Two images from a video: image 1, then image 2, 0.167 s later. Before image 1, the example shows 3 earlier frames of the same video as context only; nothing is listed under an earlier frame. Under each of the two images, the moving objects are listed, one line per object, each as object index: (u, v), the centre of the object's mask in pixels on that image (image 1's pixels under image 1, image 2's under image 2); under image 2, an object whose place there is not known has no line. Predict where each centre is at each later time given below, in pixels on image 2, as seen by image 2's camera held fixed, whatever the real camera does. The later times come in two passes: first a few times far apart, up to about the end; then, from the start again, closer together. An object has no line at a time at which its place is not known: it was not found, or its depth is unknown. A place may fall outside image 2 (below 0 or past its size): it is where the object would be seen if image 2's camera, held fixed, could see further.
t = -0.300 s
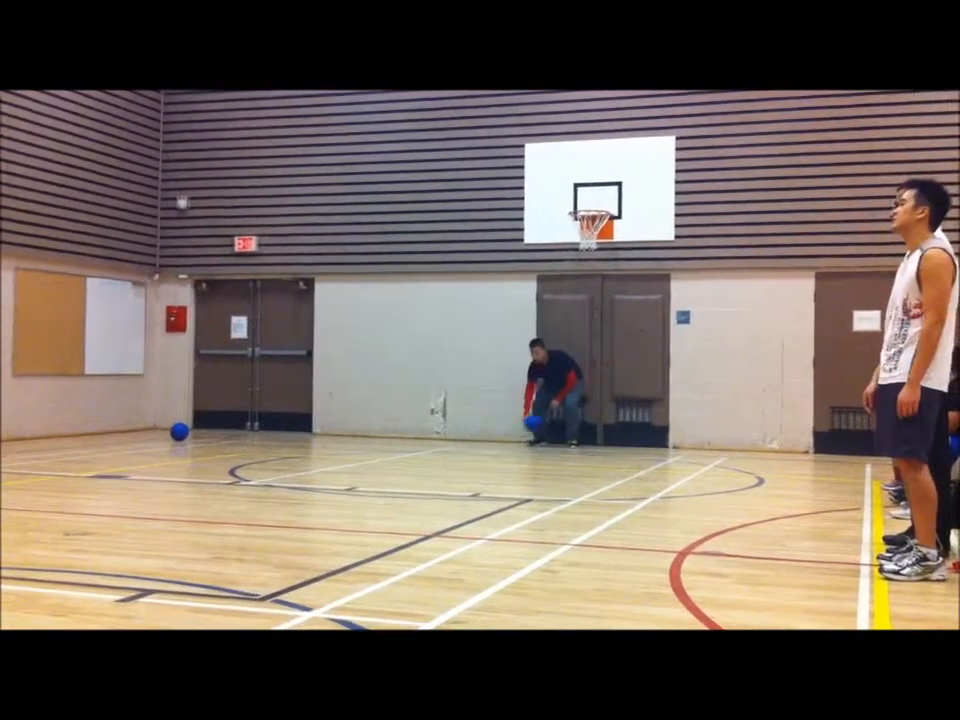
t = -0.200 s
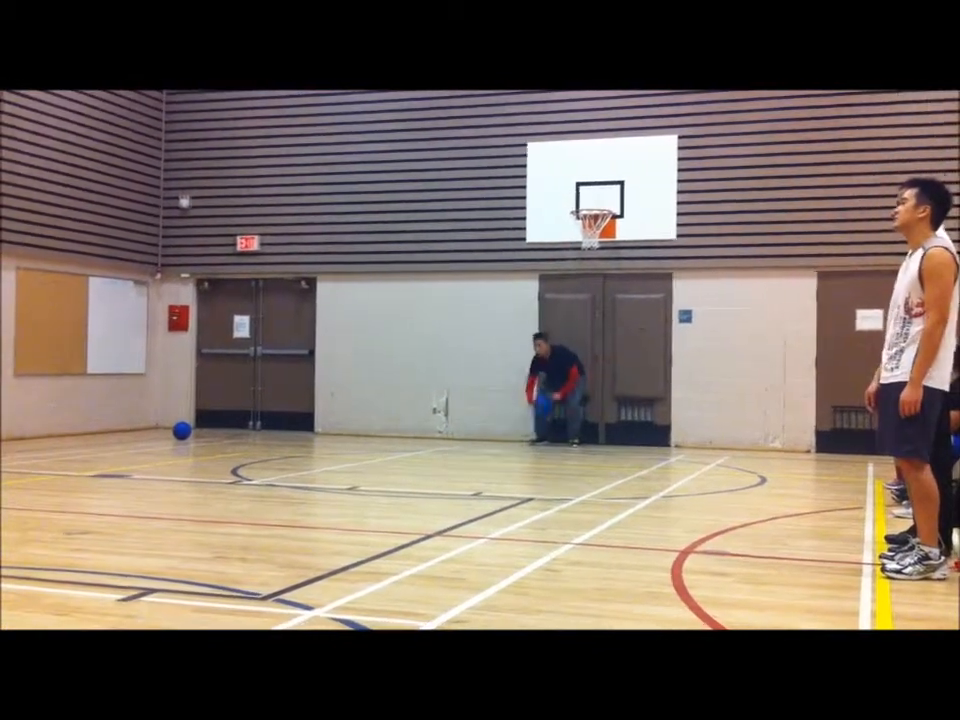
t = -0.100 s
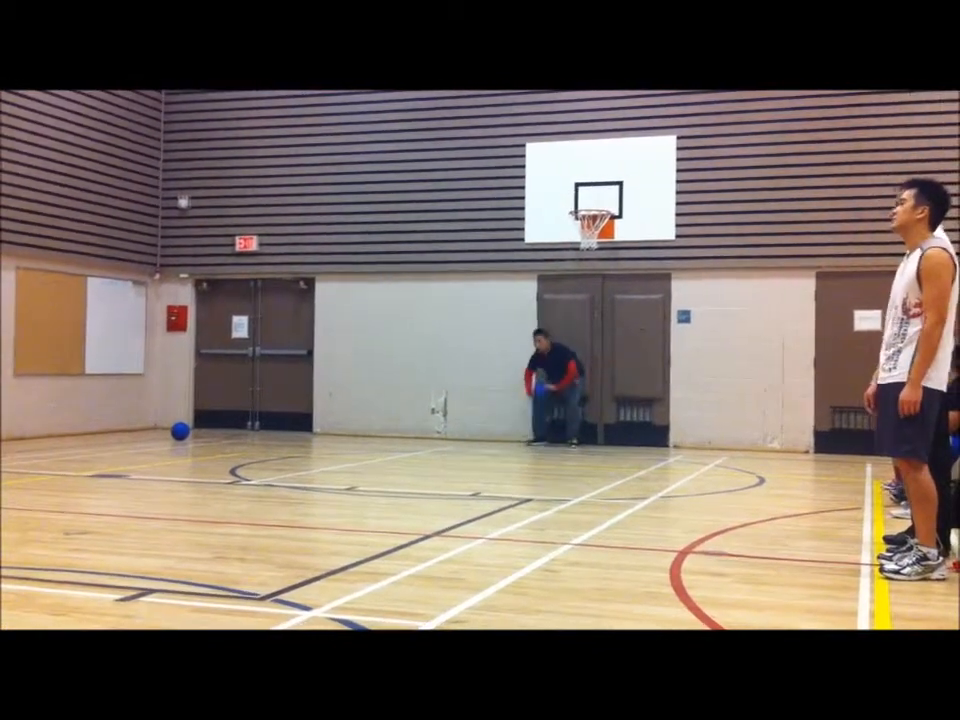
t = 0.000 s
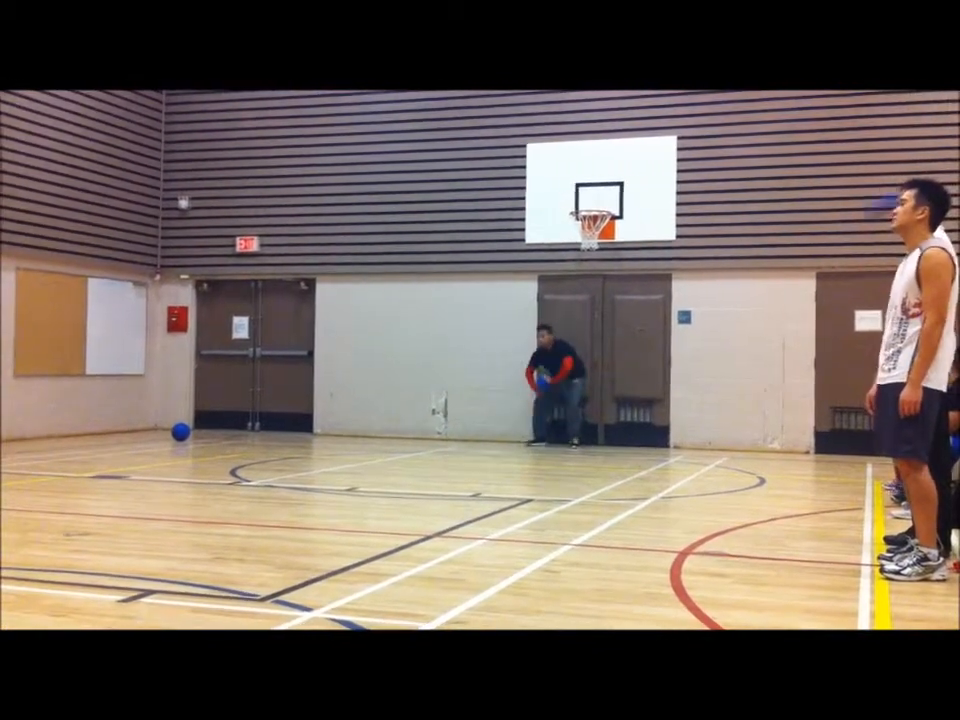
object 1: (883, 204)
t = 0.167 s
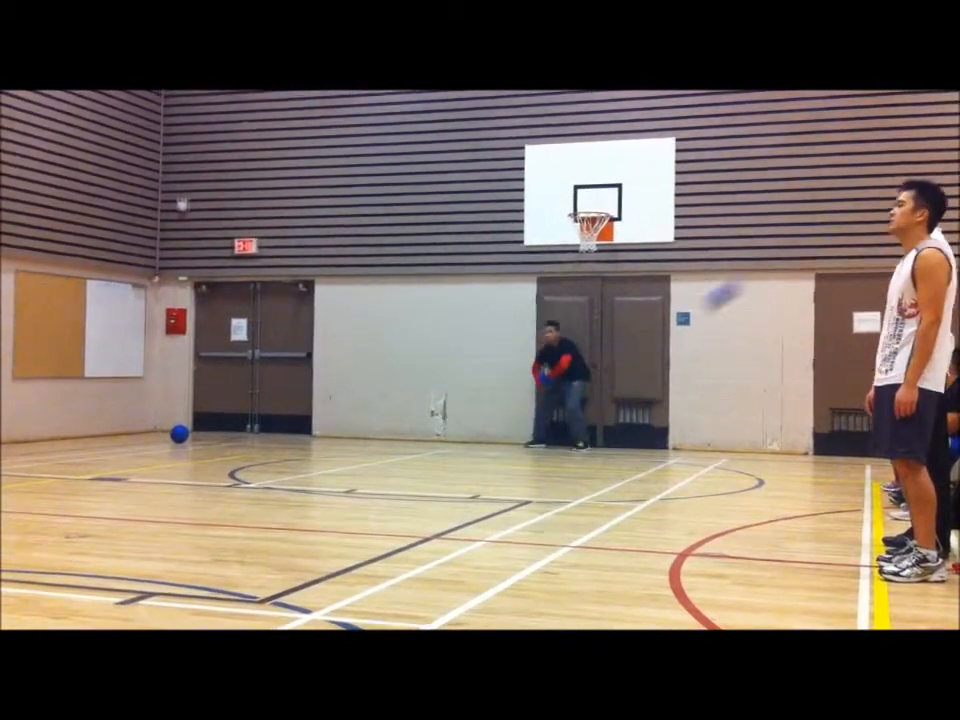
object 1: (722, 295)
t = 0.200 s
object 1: (699, 311)
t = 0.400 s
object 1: (517, 452)
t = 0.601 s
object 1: (465, 384)
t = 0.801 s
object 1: (416, 351)
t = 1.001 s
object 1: (369, 355)
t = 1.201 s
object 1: (325, 395)
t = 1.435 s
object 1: (276, 423)
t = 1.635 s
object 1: (235, 404)
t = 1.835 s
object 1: (190, 421)
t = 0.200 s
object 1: (699, 311)
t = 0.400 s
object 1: (517, 452)
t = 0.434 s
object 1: (508, 444)
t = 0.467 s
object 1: (499, 429)
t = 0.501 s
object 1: (491, 418)
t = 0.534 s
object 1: (482, 405)
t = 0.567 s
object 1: (474, 394)
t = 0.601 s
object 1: (465, 384)
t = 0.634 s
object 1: (458, 376)
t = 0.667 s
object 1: (449, 369)
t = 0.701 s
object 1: (440, 362)
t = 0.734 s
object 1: (432, 357)
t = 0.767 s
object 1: (424, 353)
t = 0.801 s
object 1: (416, 351)
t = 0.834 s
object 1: (408, 349)
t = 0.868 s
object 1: (400, 348)
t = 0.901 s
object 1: (392, 348)
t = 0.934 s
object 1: (385, 349)
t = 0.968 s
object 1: (377, 352)
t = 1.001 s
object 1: (369, 355)
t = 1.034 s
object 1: (362, 359)
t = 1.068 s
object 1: (354, 364)
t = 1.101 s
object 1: (347, 371)
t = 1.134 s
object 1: (340, 378)
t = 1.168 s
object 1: (332, 386)
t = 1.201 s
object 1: (325, 395)
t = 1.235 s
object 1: (319, 405)
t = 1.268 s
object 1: (314, 417)
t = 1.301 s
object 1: (306, 426)
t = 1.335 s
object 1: (299, 440)
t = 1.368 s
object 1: (289, 434)
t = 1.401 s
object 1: (284, 426)
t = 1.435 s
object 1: (276, 423)
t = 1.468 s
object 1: (271, 420)
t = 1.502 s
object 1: (261, 409)
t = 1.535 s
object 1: (255, 408)
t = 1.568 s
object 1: (245, 406)
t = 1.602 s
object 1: (240, 404)
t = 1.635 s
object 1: (235, 404)
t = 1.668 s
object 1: (222, 405)
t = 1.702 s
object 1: (217, 405)
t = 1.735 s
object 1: (211, 407)
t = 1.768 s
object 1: (205, 410)
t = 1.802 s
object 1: (199, 412)
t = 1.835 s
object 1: (190, 421)
